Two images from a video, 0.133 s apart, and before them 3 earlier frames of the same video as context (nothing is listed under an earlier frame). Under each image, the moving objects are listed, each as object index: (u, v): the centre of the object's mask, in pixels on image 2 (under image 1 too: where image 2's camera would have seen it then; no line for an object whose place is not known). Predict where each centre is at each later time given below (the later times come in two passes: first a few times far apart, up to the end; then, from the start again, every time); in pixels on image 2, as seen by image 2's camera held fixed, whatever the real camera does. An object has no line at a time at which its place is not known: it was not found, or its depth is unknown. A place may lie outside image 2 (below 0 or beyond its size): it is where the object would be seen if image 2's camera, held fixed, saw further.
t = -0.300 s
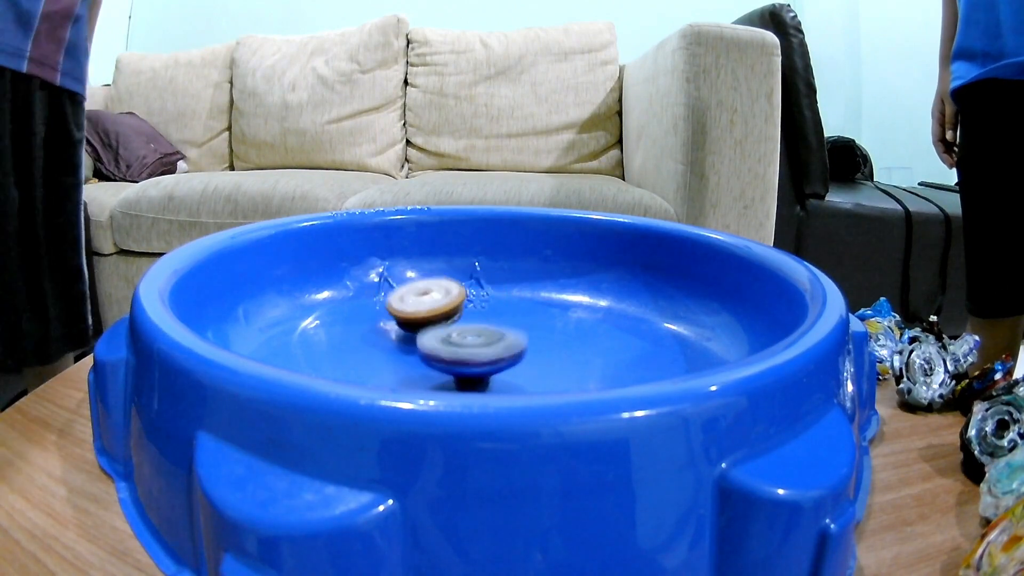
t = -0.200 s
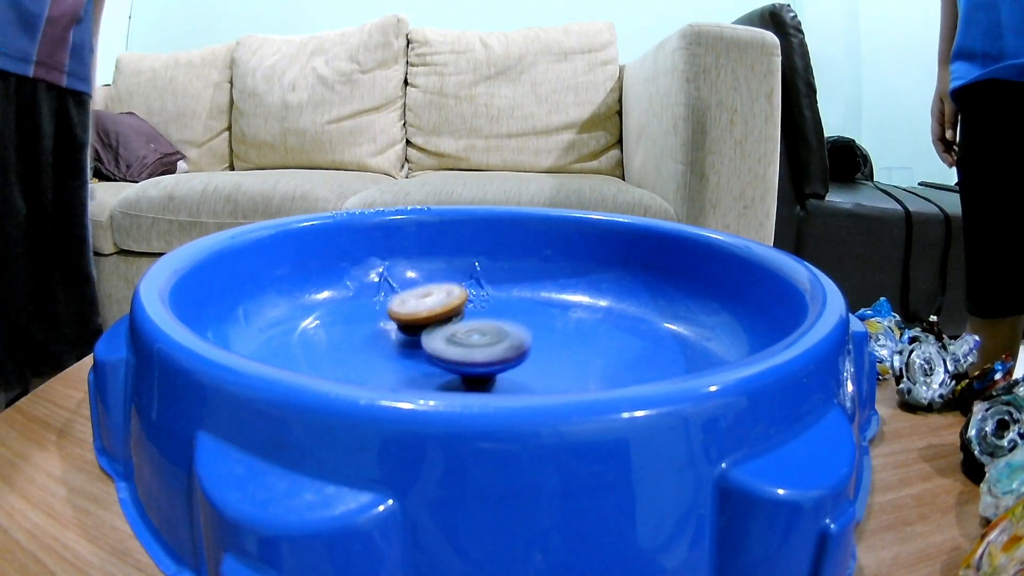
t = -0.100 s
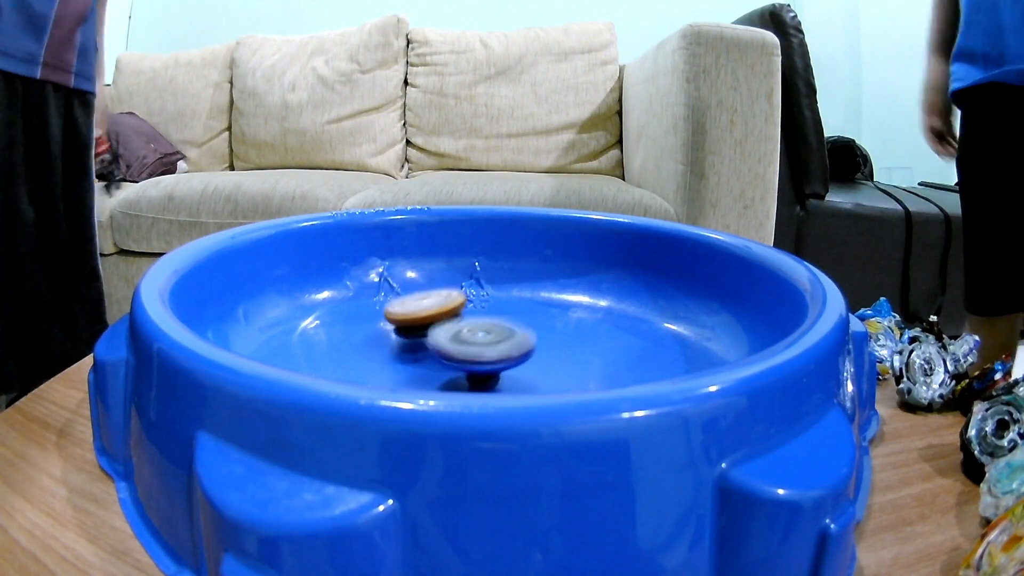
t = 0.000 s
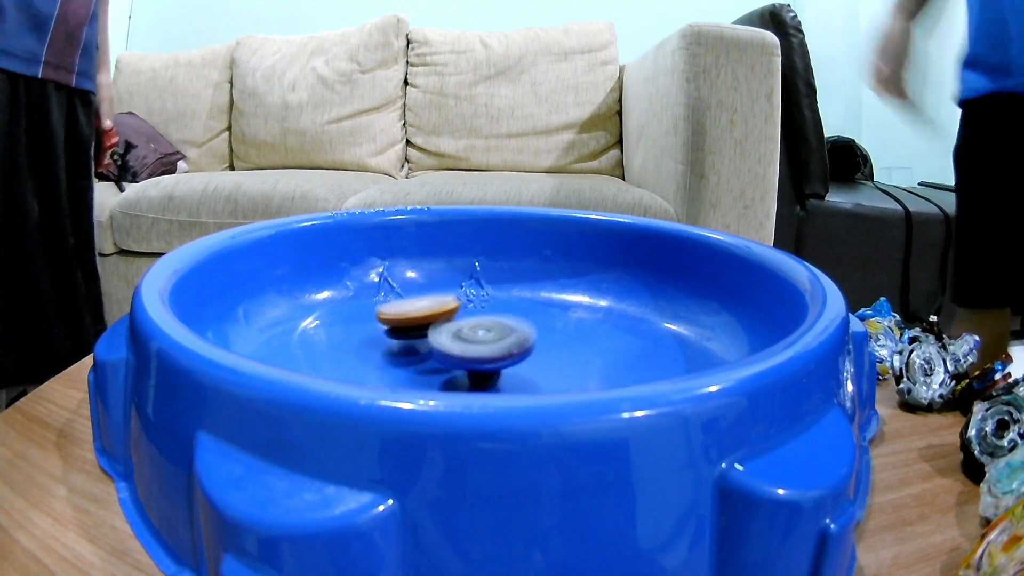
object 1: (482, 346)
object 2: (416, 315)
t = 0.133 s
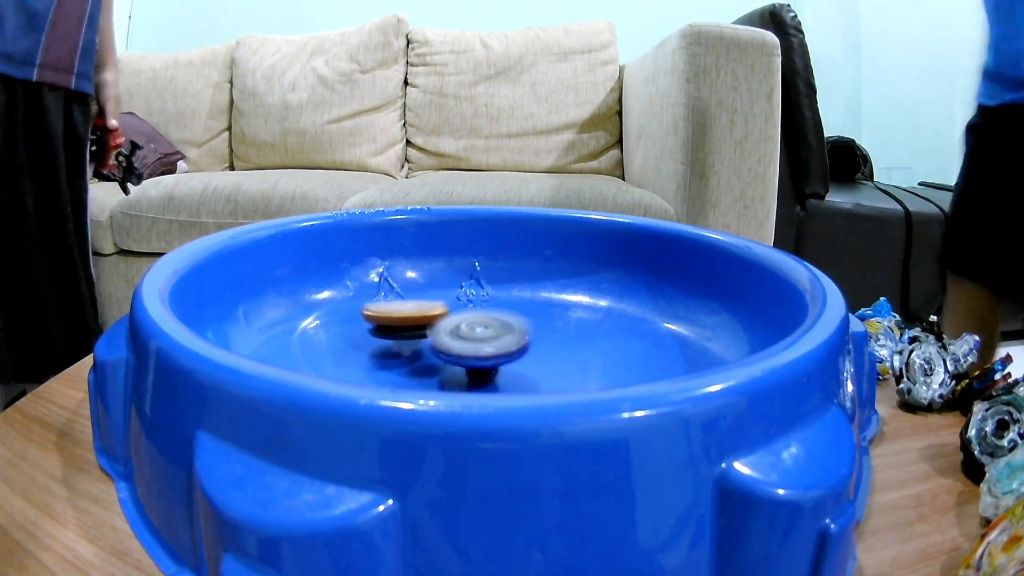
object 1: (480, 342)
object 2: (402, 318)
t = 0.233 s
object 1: (476, 340)
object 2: (393, 318)
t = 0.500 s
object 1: (465, 340)
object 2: (381, 313)
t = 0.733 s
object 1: (466, 344)
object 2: (387, 311)
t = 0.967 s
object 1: (483, 347)
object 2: (398, 317)
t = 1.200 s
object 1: (496, 346)
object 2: (394, 325)
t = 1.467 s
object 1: (499, 342)
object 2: (375, 328)
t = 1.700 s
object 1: (486, 343)
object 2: (371, 326)
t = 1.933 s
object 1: (476, 348)
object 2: (378, 326)
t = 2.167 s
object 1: (477, 352)
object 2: (386, 332)
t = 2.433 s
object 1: (485, 353)
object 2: (381, 340)
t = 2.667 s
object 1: (483, 350)
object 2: (374, 341)
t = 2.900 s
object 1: (484, 349)
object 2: (367, 337)
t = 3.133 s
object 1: (486, 341)
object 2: (372, 334)
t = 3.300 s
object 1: (485, 338)
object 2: (377, 334)
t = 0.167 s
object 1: (479, 341)
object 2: (399, 318)
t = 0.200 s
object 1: (478, 340)
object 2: (396, 318)
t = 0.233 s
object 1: (476, 340)
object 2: (393, 318)
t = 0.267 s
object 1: (474, 340)
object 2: (390, 318)
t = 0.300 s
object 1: (473, 339)
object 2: (388, 317)
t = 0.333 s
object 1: (472, 339)
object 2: (386, 317)
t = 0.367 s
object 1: (471, 339)
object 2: (384, 316)
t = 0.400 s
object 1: (468, 339)
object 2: (382, 315)
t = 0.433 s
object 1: (466, 340)
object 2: (381, 314)
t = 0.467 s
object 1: (465, 339)
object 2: (381, 314)
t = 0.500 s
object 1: (465, 340)
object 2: (381, 313)
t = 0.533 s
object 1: (464, 340)
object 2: (381, 313)
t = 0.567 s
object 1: (463, 340)
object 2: (381, 312)
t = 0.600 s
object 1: (463, 341)
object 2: (382, 311)
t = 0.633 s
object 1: (464, 341)
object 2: (383, 311)
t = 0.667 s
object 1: (464, 342)
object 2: (384, 311)
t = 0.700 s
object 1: (465, 343)
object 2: (386, 311)
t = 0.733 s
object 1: (466, 344)
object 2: (387, 311)
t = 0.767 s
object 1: (468, 344)
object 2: (389, 312)
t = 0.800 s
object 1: (471, 344)
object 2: (391, 312)
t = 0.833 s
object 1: (473, 345)
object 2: (393, 313)
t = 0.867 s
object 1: (475, 346)
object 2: (394, 314)
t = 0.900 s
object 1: (478, 346)
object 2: (396, 315)
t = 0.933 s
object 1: (479, 347)
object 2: (398, 316)
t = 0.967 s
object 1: (483, 347)
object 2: (398, 317)
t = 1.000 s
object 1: (485, 348)
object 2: (399, 318)
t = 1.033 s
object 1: (487, 348)
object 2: (399, 319)
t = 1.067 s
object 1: (489, 347)
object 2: (399, 321)
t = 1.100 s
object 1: (491, 348)
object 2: (399, 322)
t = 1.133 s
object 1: (494, 347)
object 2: (397, 323)
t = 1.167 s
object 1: (495, 347)
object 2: (396, 324)
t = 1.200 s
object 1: (496, 346)
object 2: (394, 325)
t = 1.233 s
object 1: (497, 345)
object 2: (392, 326)
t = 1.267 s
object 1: (498, 345)
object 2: (389, 327)
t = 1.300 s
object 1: (499, 344)
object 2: (387, 327)
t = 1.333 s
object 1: (500, 344)
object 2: (384, 328)
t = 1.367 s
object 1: (499, 343)
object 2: (382, 328)
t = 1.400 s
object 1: (499, 343)
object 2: (379, 328)
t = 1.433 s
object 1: (499, 343)
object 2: (377, 328)
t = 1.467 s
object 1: (499, 342)
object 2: (375, 328)
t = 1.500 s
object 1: (497, 342)
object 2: (374, 328)
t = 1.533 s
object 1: (495, 342)
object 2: (372, 327)
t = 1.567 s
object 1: (495, 341)
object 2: (372, 327)
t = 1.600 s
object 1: (493, 342)
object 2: (371, 327)
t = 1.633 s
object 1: (490, 342)
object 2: (370, 327)
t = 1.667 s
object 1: (488, 342)
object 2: (370, 326)
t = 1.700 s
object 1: (486, 343)
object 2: (371, 326)
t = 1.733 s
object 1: (486, 343)
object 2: (371, 326)
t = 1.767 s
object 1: (484, 344)
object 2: (372, 326)
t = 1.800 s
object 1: (482, 345)
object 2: (372, 326)
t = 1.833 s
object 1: (480, 346)
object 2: (374, 326)
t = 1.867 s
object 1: (479, 346)
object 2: (375, 325)
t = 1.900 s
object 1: (478, 347)
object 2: (376, 326)
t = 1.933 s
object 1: (476, 348)
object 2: (378, 326)
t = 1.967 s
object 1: (475, 349)
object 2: (379, 327)
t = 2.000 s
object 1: (476, 349)
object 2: (381, 327)
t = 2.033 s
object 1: (475, 350)
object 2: (382, 328)
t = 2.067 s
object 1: (475, 351)
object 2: (383, 329)
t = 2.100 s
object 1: (474, 351)
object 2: (384, 330)
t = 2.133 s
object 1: (476, 352)
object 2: (385, 331)
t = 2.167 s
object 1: (477, 352)
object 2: (386, 332)
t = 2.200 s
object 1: (477, 353)
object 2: (386, 333)
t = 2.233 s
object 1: (478, 353)
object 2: (386, 335)
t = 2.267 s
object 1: (480, 353)
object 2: (386, 336)
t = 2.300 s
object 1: (481, 354)
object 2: (385, 337)
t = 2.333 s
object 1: (481, 354)
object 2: (385, 337)
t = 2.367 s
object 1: (482, 354)
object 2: (383, 338)
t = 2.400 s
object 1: (484, 354)
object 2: (382, 339)
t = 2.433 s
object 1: (485, 353)
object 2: (381, 340)
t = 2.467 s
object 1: (485, 353)
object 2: (379, 340)
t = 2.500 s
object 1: (484, 353)
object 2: (378, 340)
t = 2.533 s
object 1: (486, 351)
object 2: (377, 340)
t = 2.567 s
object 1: (485, 352)
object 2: (376, 341)
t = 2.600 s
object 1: (484, 351)
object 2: (375, 341)
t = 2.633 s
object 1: (483, 350)
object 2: (374, 341)
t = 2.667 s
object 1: (483, 350)
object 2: (374, 341)
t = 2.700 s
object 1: (482, 349)
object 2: (373, 340)
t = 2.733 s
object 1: (480, 348)
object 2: (373, 340)
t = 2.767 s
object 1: (478, 349)
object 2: (373, 340)
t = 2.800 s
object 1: (478, 347)
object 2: (373, 340)
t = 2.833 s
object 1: (477, 348)
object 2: (372, 339)
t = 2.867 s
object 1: (481, 348)
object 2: (367, 337)
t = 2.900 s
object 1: (484, 349)
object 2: (367, 337)
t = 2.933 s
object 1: (485, 349)
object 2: (367, 336)
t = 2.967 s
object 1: (485, 347)
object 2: (367, 336)
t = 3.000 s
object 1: (485, 346)
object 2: (367, 335)
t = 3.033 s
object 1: (487, 344)
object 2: (368, 335)
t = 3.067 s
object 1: (489, 343)
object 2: (369, 334)
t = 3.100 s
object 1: (488, 342)
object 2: (370, 334)
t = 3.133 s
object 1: (486, 341)
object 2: (372, 334)
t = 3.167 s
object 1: (486, 339)
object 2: (374, 334)
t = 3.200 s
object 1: (485, 337)
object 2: (377, 334)
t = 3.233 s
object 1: (483, 337)
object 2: (379, 334)
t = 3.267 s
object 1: (482, 337)
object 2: (381, 335)
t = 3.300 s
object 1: (485, 338)
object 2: (377, 334)
